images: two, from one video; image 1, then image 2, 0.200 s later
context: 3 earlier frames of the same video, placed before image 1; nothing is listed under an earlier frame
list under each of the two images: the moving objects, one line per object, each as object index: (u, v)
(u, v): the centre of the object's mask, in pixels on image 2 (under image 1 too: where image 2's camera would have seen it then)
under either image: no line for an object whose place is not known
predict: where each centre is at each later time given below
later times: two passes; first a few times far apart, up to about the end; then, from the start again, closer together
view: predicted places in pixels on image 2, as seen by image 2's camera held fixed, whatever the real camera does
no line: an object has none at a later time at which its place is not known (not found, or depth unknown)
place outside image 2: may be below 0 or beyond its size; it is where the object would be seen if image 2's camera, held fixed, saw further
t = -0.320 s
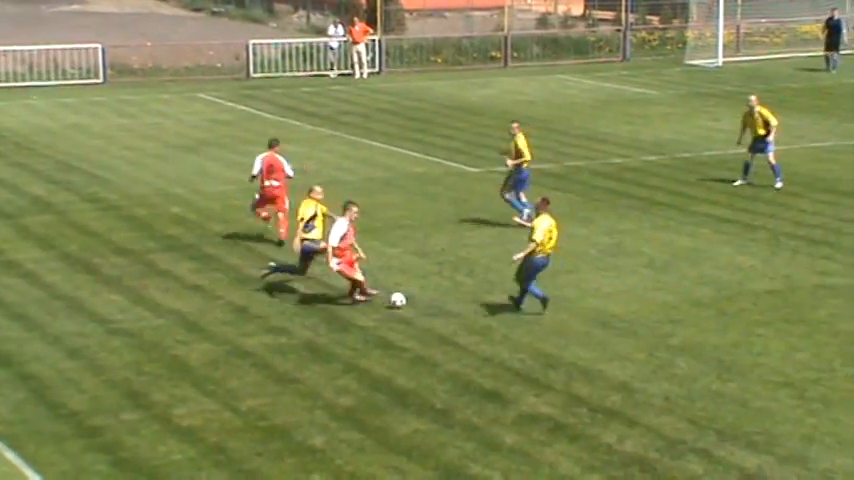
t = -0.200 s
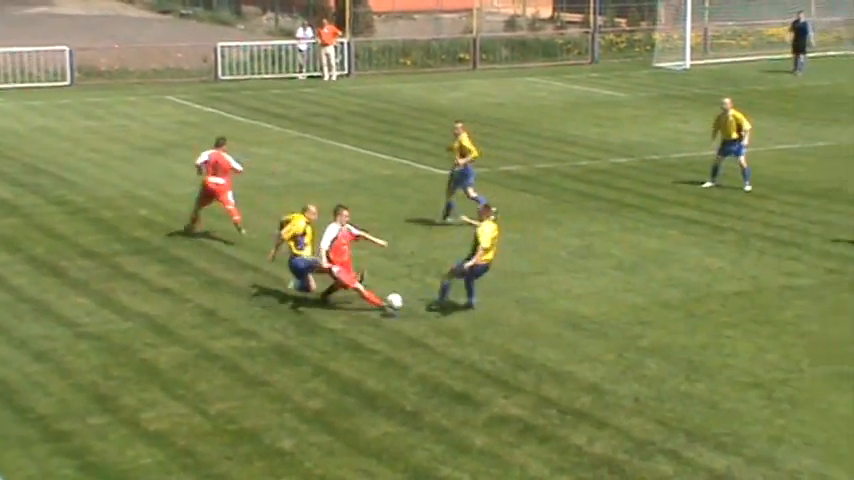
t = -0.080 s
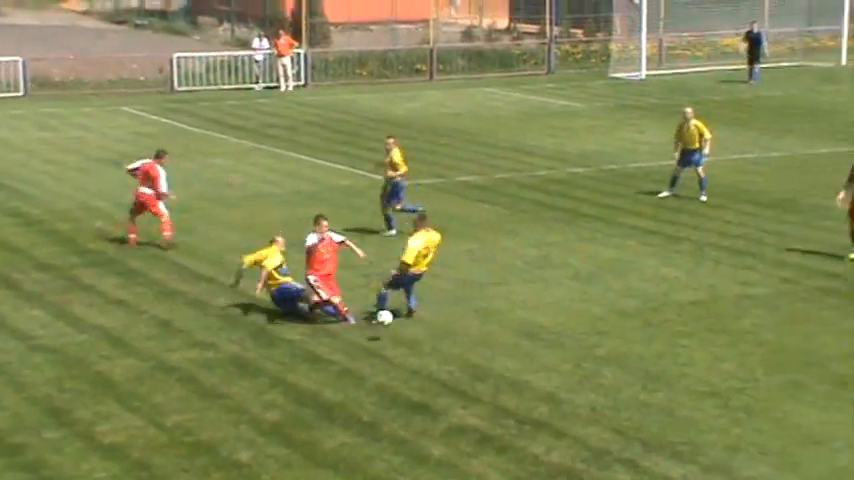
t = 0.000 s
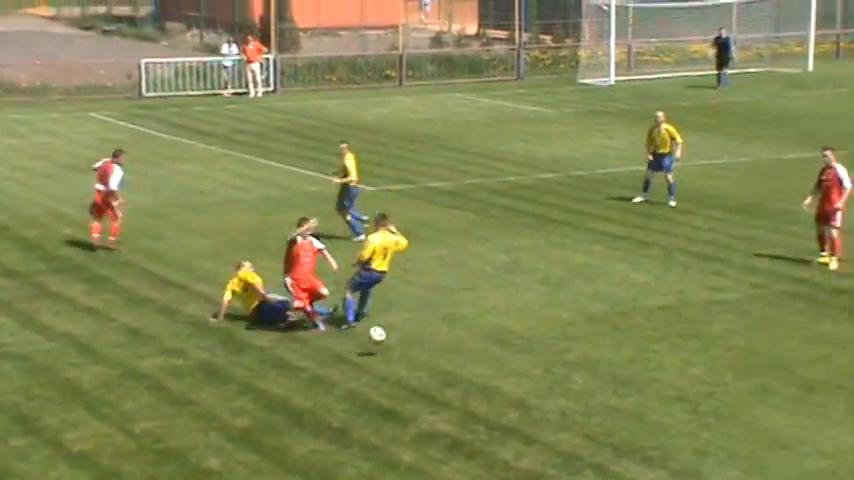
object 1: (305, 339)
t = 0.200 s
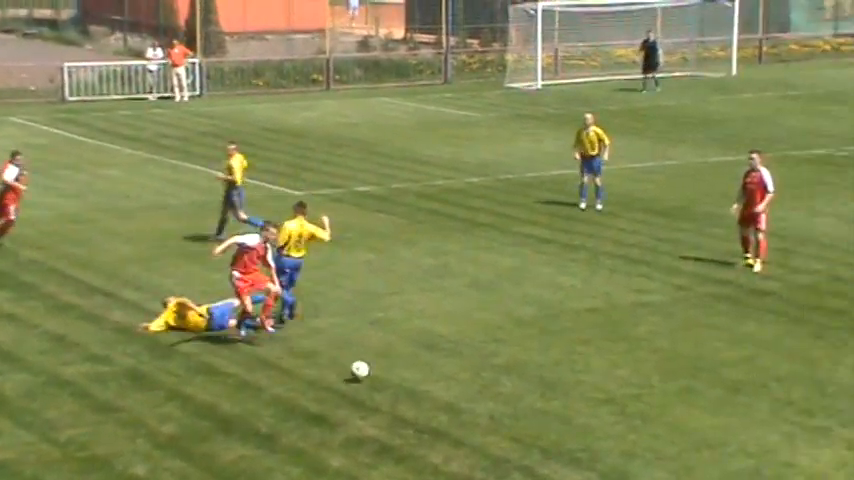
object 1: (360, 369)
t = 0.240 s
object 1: (368, 370)
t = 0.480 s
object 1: (421, 391)
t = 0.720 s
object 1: (471, 406)
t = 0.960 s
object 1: (519, 424)
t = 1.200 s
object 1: (566, 441)
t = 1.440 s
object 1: (612, 458)
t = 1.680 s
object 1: (660, 475)
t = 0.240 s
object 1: (368, 370)
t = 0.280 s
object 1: (377, 372)
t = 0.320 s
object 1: (386, 375)
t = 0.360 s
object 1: (395, 379)
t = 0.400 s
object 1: (404, 385)
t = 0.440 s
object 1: (412, 390)
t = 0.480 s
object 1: (421, 391)
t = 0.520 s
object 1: (429, 393)
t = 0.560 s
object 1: (438, 395)
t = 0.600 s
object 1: (446, 398)
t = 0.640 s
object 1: (454, 402)
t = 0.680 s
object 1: (463, 404)
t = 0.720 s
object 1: (471, 406)
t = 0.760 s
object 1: (479, 409)
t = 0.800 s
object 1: (487, 413)
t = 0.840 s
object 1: (495, 416)
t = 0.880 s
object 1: (503, 418)
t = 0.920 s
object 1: (511, 421)
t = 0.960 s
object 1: (519, 424)
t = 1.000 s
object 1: (526, 427)
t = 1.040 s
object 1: (534, 429)
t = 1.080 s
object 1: (542, 432)
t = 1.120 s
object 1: (550, 435)
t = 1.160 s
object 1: (557, 438)
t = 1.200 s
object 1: (566, 441)
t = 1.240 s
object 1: (573, 443)
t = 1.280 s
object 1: (581, 446)
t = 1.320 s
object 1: (589, 450)
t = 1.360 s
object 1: (596, 453)
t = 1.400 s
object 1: (605, 455)
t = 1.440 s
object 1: (612, 458)
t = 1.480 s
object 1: (620, 461)
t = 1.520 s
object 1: (628, 464)
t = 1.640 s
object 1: (652, 473)
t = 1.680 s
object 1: (660, 475)
